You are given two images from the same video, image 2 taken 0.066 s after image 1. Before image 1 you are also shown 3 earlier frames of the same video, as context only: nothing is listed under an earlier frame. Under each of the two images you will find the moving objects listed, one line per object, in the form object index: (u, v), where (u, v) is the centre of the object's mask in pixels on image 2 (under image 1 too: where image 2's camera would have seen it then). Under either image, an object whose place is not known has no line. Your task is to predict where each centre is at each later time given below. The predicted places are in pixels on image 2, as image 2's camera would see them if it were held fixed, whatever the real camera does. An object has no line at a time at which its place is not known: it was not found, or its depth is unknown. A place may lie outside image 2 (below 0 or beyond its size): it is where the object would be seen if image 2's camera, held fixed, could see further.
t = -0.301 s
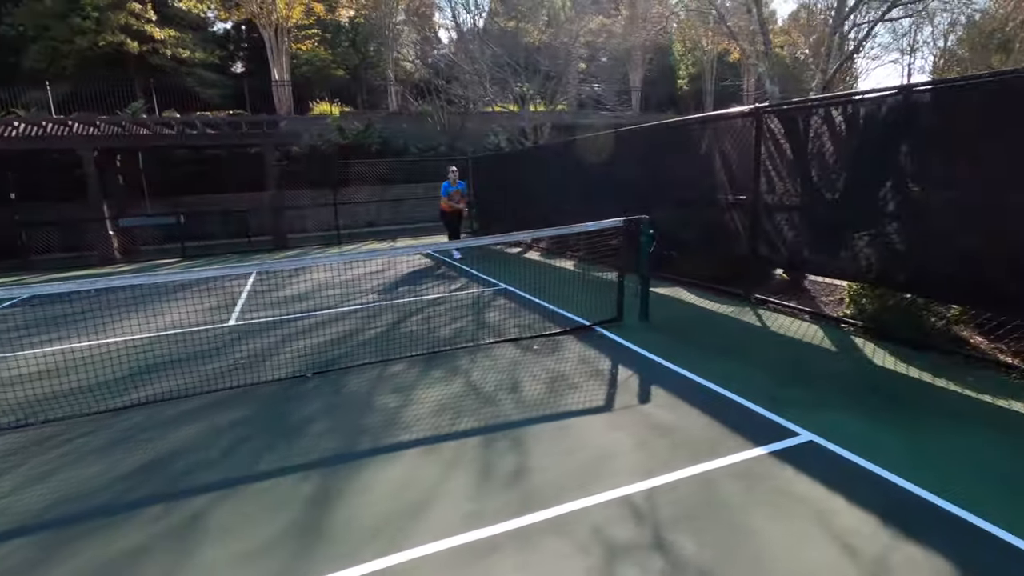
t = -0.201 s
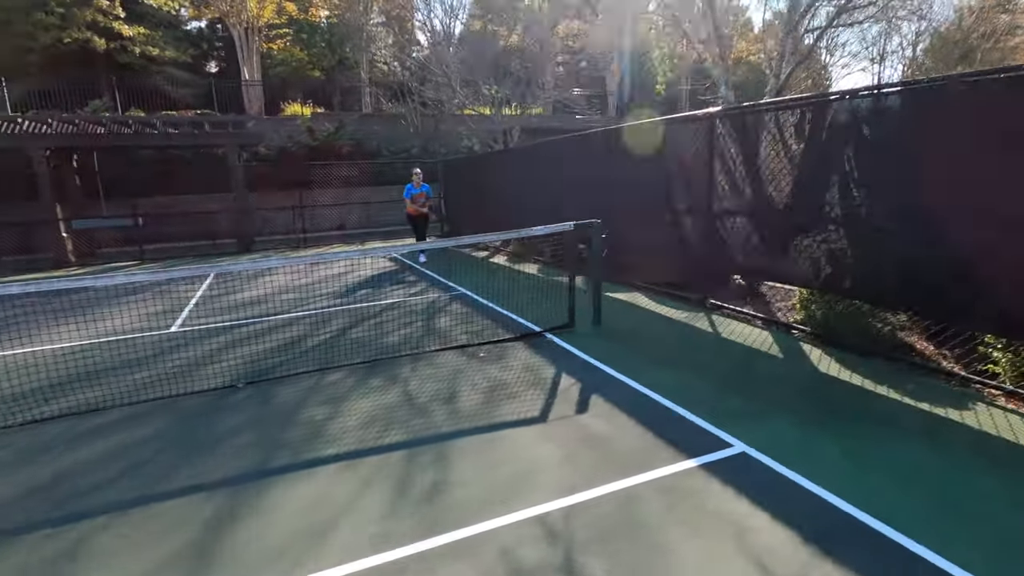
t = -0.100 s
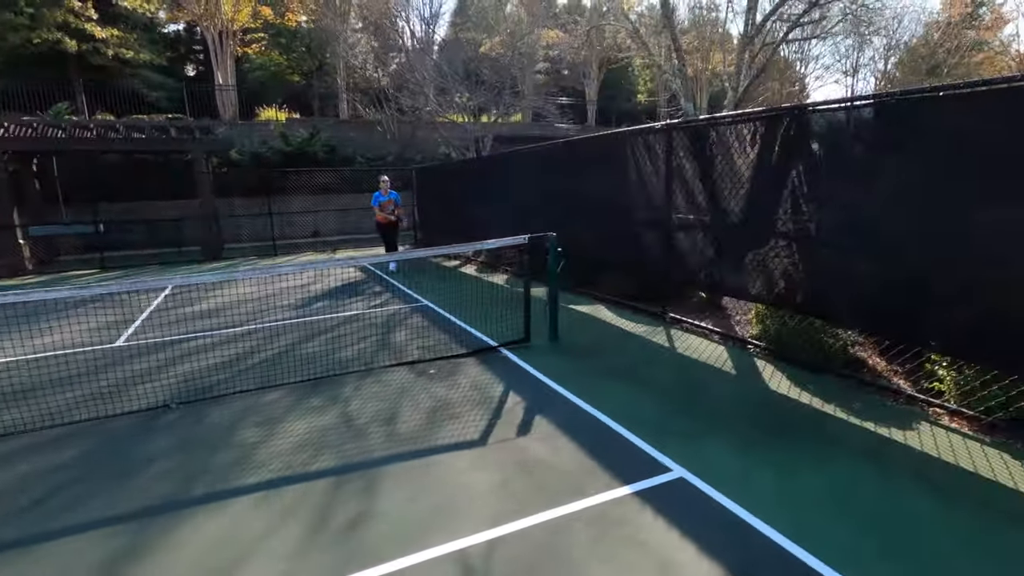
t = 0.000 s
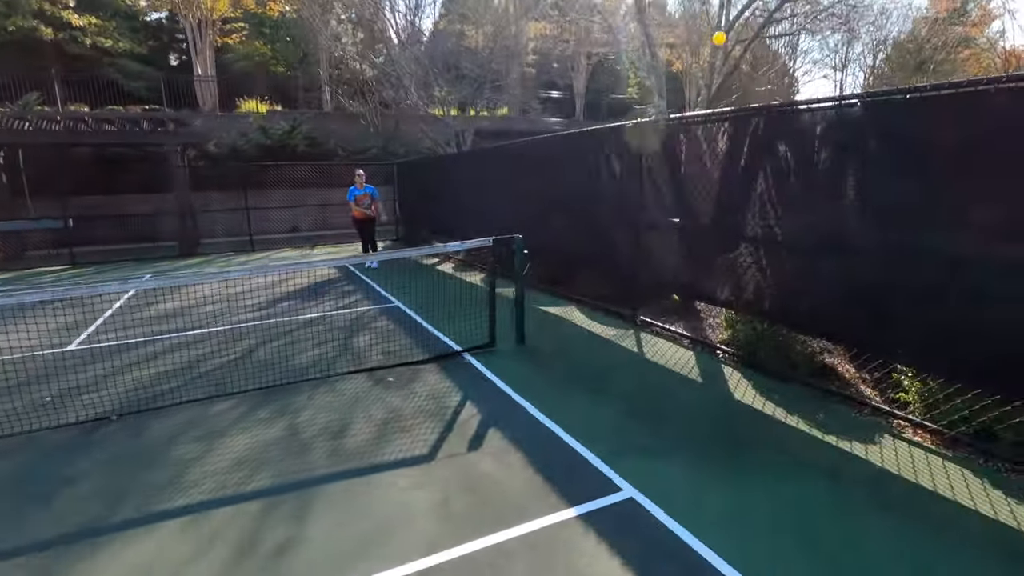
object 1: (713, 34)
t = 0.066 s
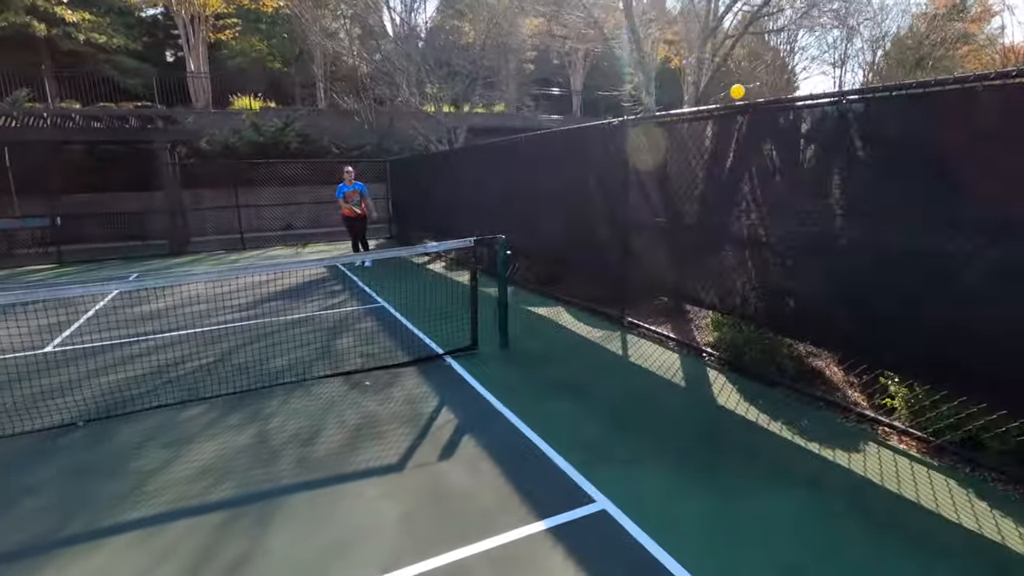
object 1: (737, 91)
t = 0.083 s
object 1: (745, 108)
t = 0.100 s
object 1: (754, 125)
